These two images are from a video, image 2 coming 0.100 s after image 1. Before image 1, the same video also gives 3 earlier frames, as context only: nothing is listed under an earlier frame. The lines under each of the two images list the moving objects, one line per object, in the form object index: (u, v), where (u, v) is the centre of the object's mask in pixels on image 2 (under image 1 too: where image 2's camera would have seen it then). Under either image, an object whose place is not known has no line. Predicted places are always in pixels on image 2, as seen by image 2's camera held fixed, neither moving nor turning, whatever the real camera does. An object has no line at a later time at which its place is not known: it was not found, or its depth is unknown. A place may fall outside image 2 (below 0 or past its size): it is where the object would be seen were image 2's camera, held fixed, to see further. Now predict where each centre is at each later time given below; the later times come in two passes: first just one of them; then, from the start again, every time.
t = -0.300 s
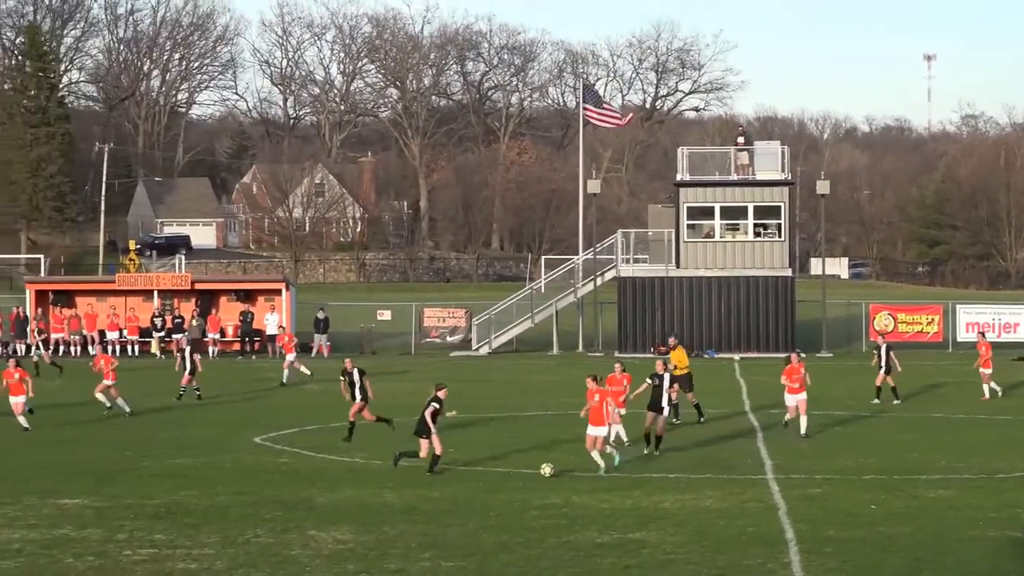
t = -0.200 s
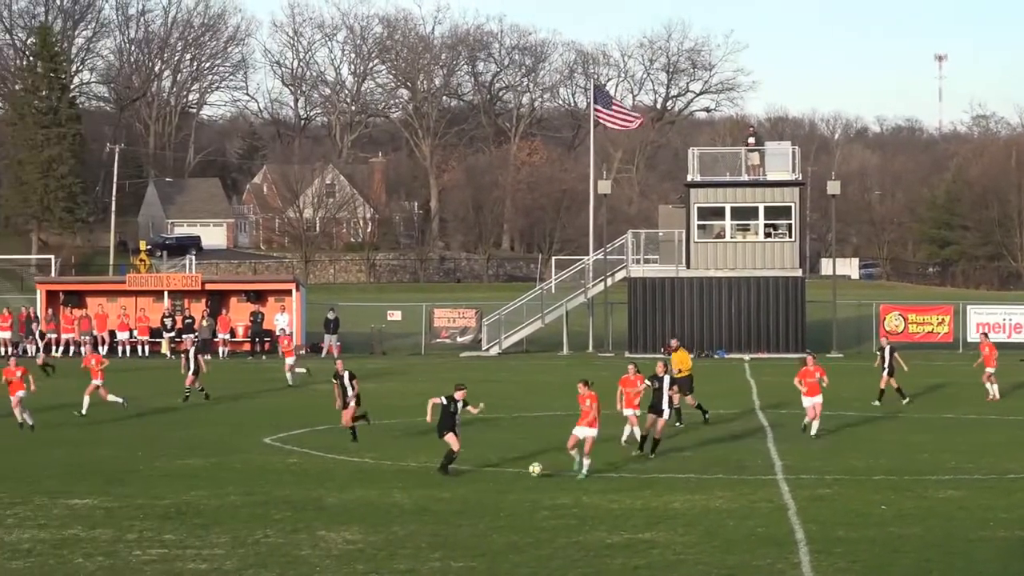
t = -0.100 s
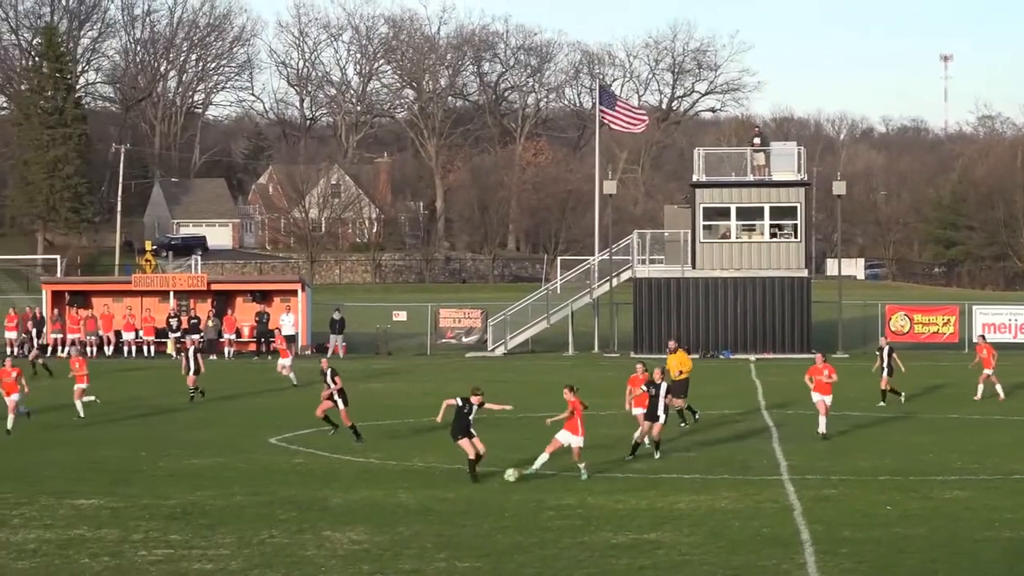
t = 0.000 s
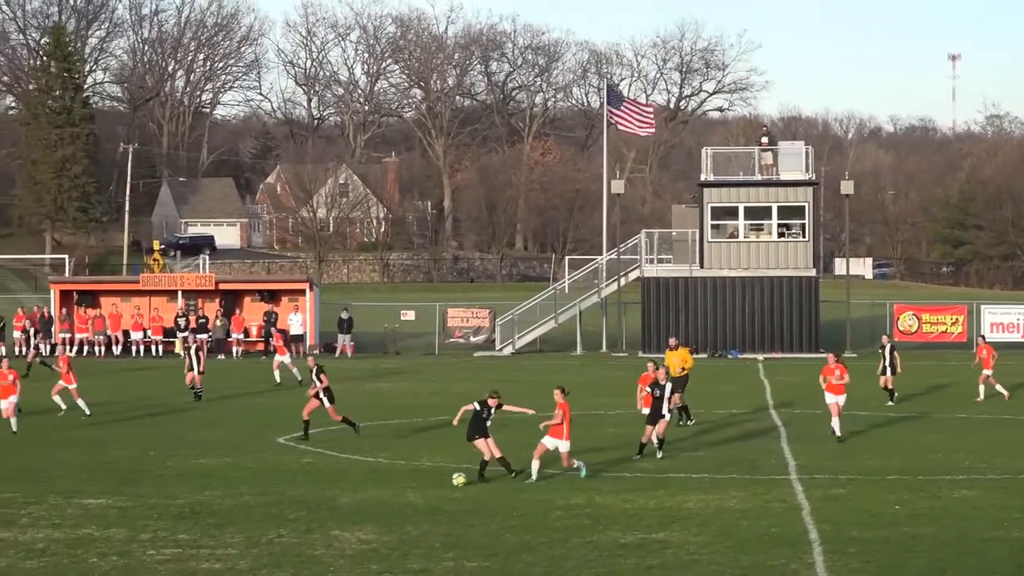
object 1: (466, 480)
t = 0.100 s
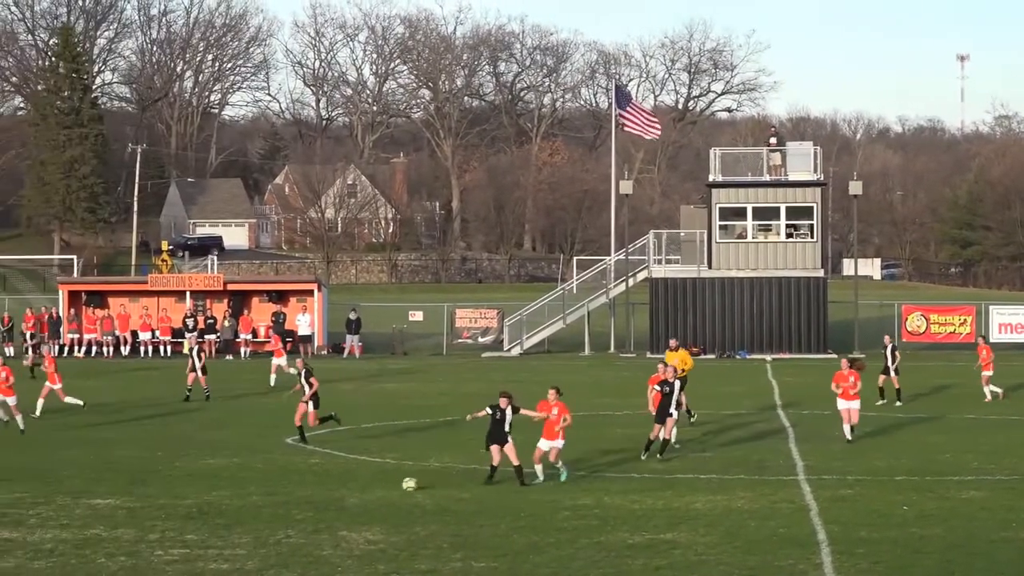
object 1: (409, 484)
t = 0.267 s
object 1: (326, 489)
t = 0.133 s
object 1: (392, 484)
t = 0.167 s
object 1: (375, 485)
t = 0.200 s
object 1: (357, 486)
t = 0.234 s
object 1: (340, 488)
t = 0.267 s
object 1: (326, 489)
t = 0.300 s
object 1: (311, 489)
